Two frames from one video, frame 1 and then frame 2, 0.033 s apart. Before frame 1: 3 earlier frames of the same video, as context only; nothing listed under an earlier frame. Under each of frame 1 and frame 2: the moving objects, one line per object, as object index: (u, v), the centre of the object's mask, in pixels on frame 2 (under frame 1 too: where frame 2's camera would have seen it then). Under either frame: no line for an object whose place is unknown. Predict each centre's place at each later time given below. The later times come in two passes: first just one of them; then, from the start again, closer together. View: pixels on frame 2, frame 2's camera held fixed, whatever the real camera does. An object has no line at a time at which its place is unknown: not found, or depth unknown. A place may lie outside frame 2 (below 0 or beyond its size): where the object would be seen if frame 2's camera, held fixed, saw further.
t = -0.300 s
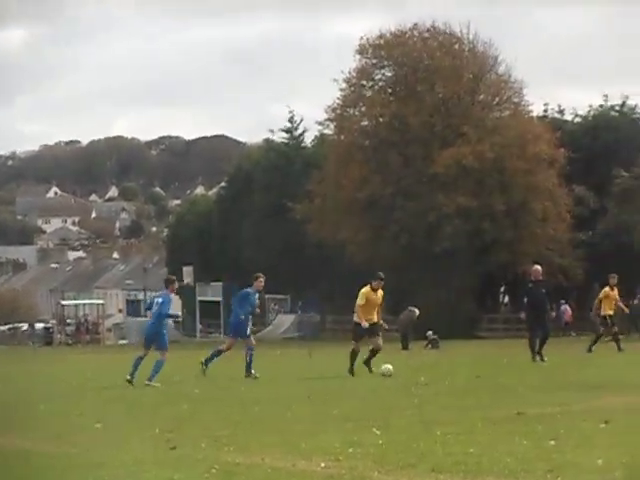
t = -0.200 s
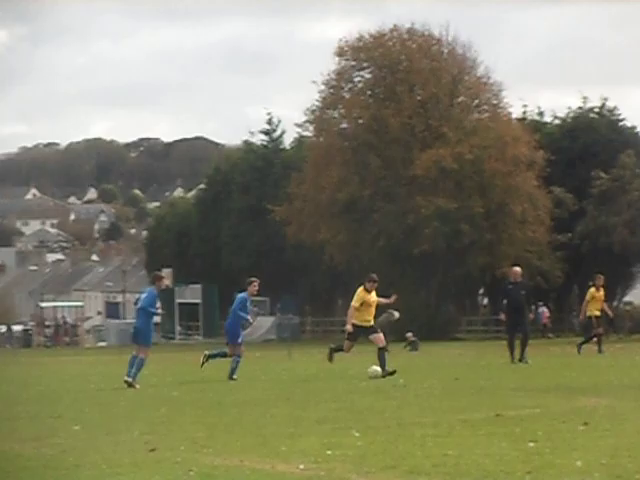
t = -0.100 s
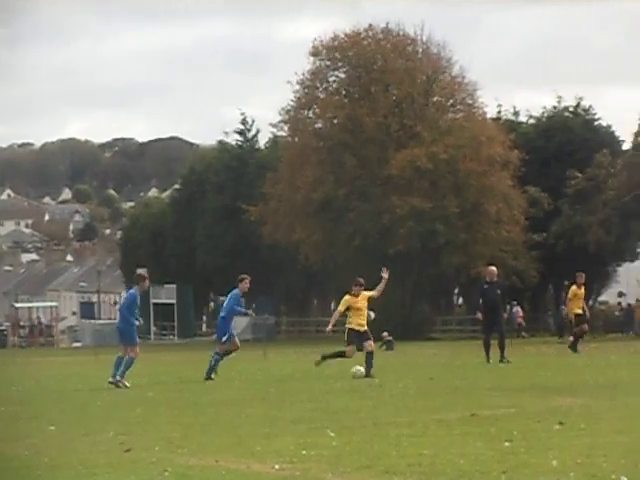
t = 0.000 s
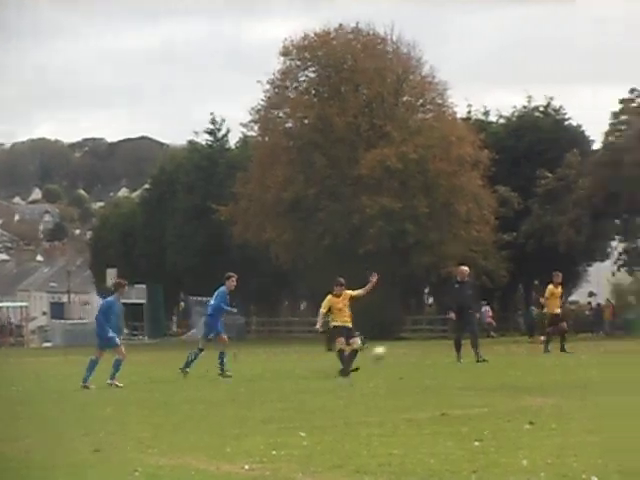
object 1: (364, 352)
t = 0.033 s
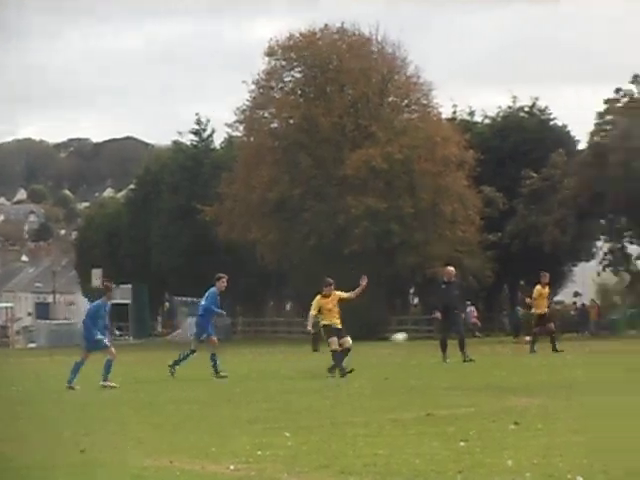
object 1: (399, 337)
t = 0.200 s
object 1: (571, 277)
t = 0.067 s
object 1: (433, 327)
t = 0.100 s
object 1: (468, 312)
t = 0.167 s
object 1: (535, 289)
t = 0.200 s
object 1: (571, 277)
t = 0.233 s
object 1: (605, 267)
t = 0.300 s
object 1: (673, 245)
